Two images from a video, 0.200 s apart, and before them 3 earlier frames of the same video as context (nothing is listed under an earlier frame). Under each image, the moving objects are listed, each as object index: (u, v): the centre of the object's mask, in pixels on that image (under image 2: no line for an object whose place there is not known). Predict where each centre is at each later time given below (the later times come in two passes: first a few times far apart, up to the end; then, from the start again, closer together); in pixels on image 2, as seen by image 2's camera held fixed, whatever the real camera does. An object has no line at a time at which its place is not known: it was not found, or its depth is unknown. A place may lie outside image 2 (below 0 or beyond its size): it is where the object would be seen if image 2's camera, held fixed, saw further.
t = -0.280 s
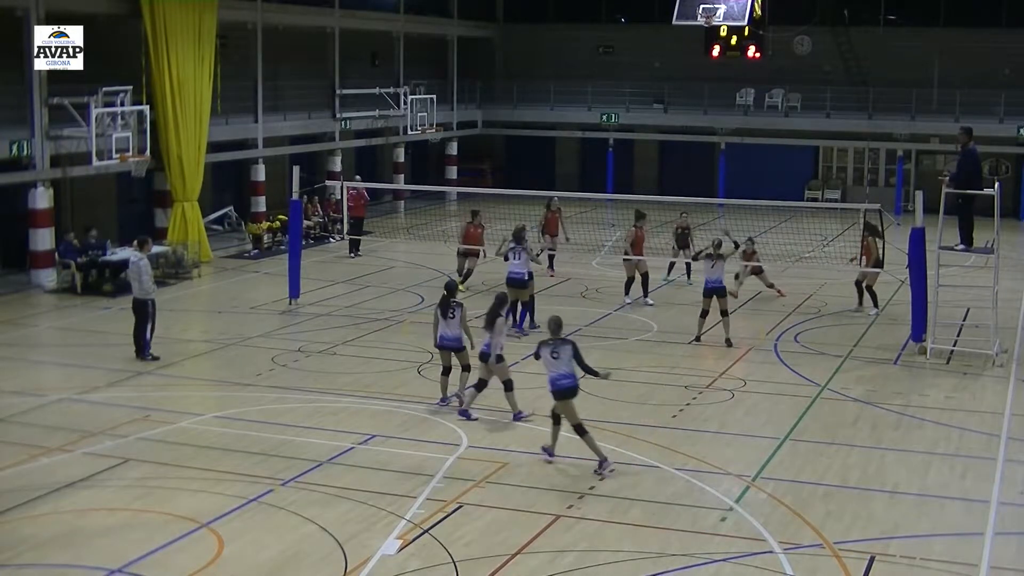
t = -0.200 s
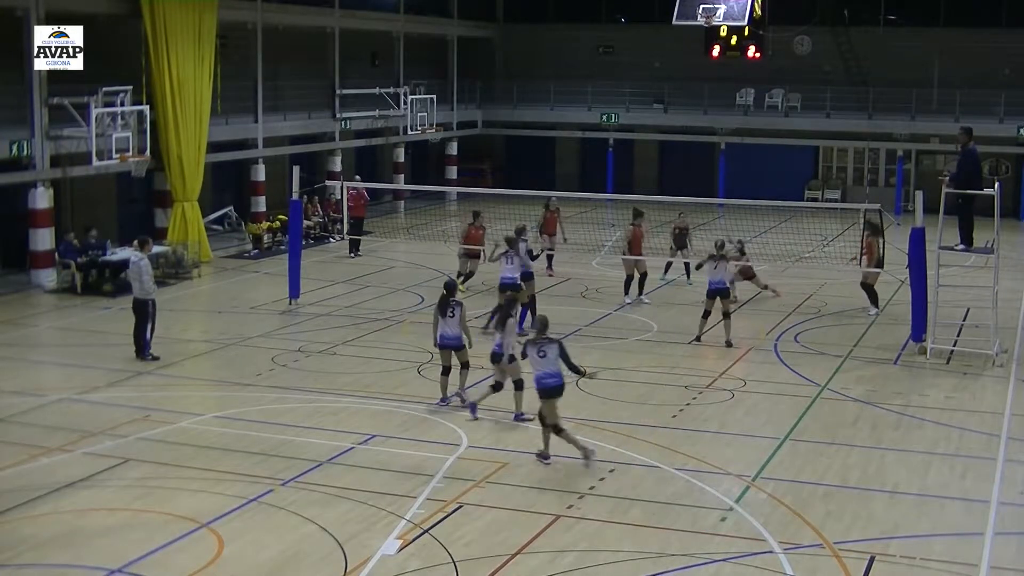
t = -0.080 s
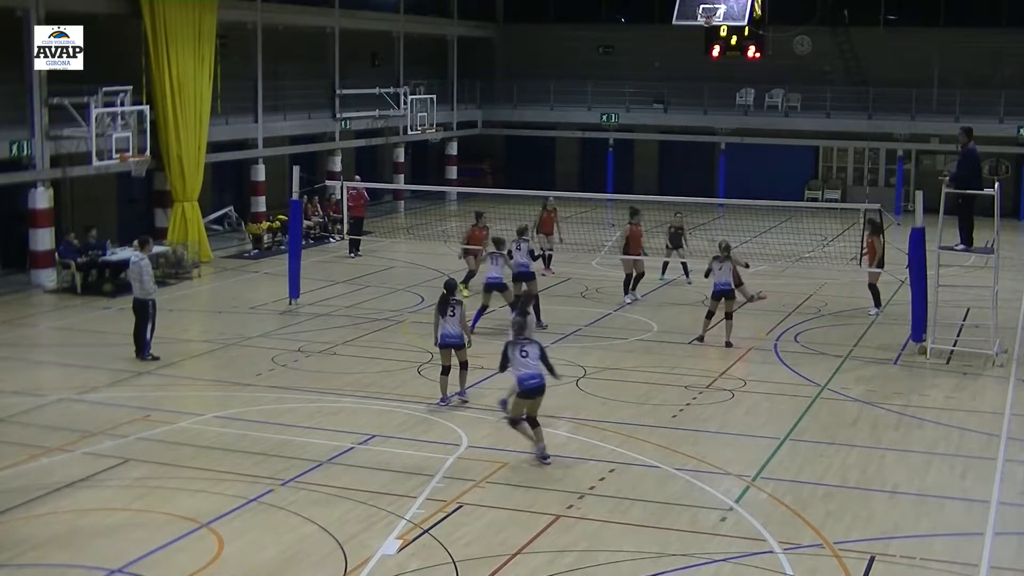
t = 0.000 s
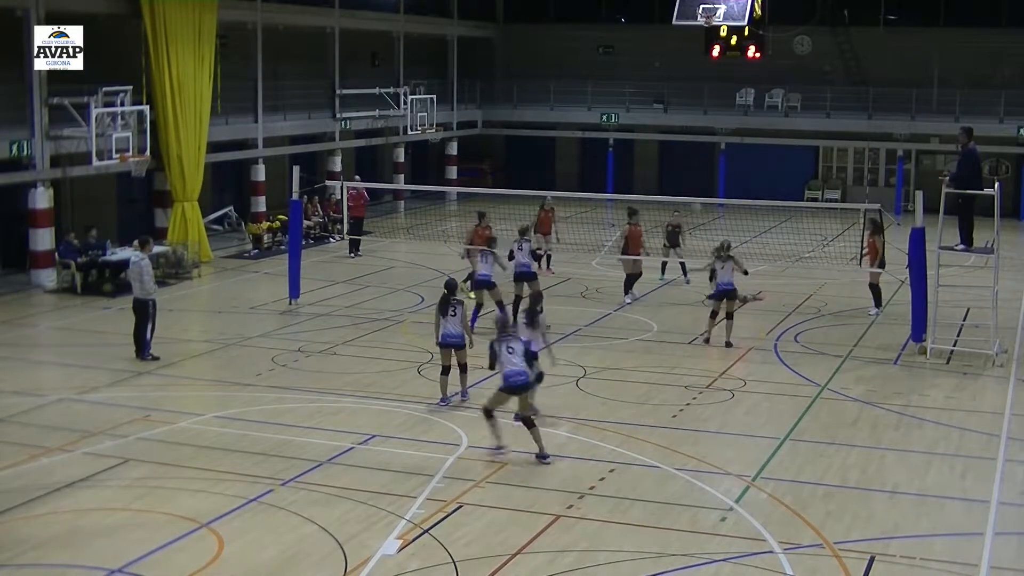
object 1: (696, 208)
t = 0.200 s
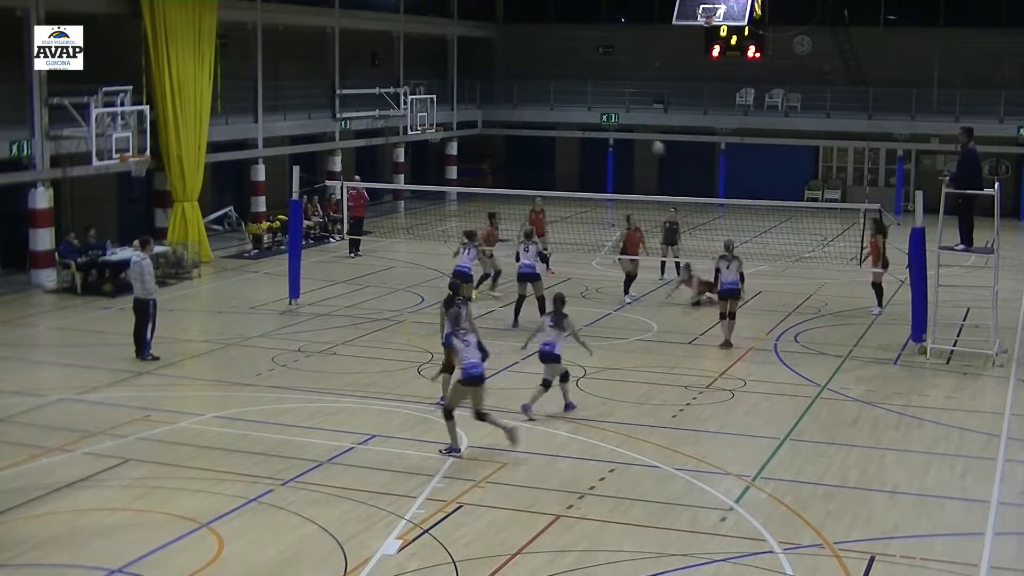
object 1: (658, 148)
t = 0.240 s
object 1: (651, 137)
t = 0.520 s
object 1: (596, 91)
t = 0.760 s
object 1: (547, 84)
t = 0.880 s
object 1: (523, 91)
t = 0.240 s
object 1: (651, 137)
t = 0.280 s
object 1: (643, 127)
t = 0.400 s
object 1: (620, 105)
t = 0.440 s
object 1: (611, 98)
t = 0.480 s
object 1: (604, 95)
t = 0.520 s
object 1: (596, 91)
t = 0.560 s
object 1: (587, 87)
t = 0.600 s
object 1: (579, 85)
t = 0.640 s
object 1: (571, 83)
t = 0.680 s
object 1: (564, 82)
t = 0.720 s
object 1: (556, 82)
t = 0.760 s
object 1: (547, 84)
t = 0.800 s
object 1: (539, 85)
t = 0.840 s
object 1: (531, 88)
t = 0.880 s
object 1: (523, 91)
